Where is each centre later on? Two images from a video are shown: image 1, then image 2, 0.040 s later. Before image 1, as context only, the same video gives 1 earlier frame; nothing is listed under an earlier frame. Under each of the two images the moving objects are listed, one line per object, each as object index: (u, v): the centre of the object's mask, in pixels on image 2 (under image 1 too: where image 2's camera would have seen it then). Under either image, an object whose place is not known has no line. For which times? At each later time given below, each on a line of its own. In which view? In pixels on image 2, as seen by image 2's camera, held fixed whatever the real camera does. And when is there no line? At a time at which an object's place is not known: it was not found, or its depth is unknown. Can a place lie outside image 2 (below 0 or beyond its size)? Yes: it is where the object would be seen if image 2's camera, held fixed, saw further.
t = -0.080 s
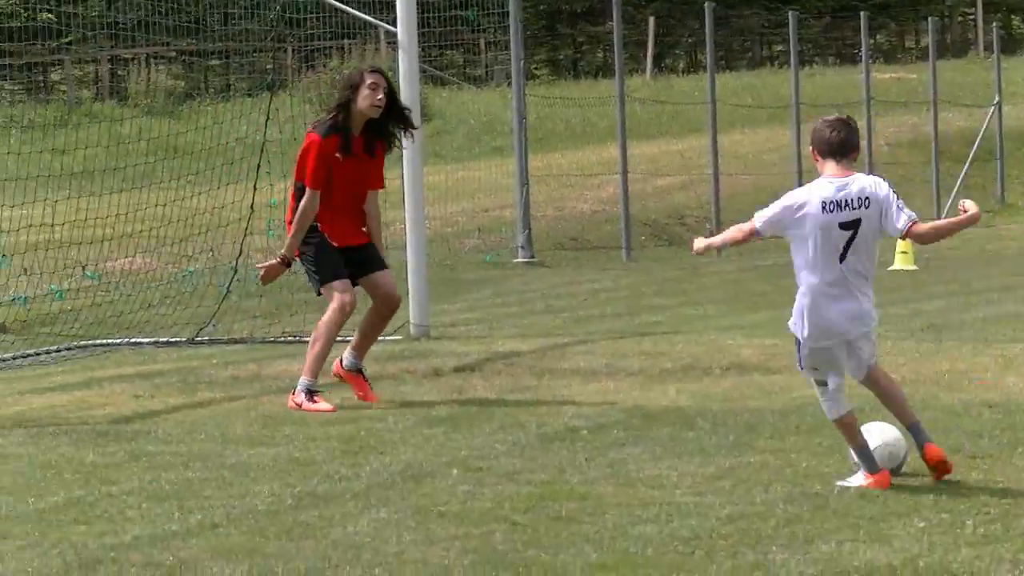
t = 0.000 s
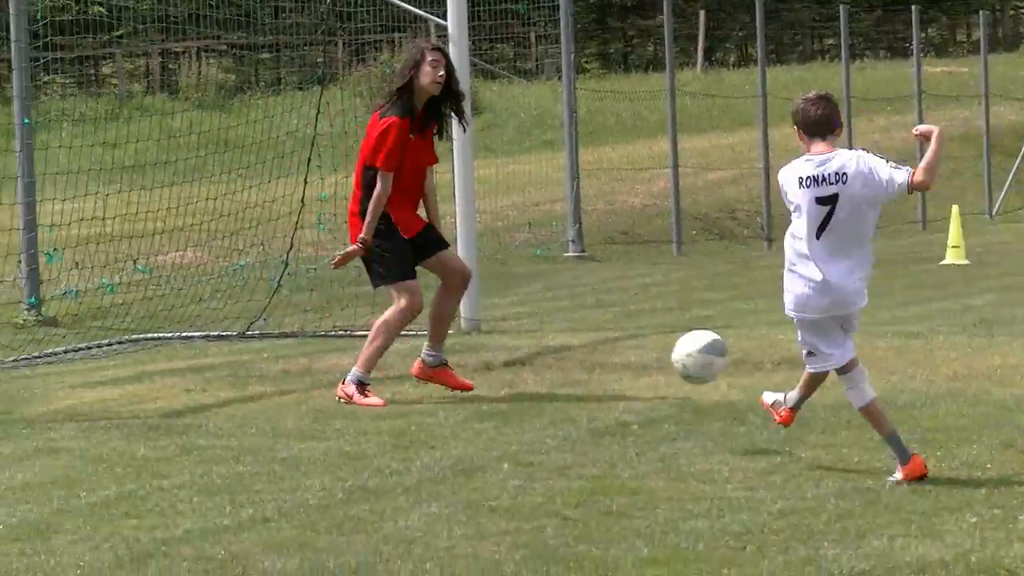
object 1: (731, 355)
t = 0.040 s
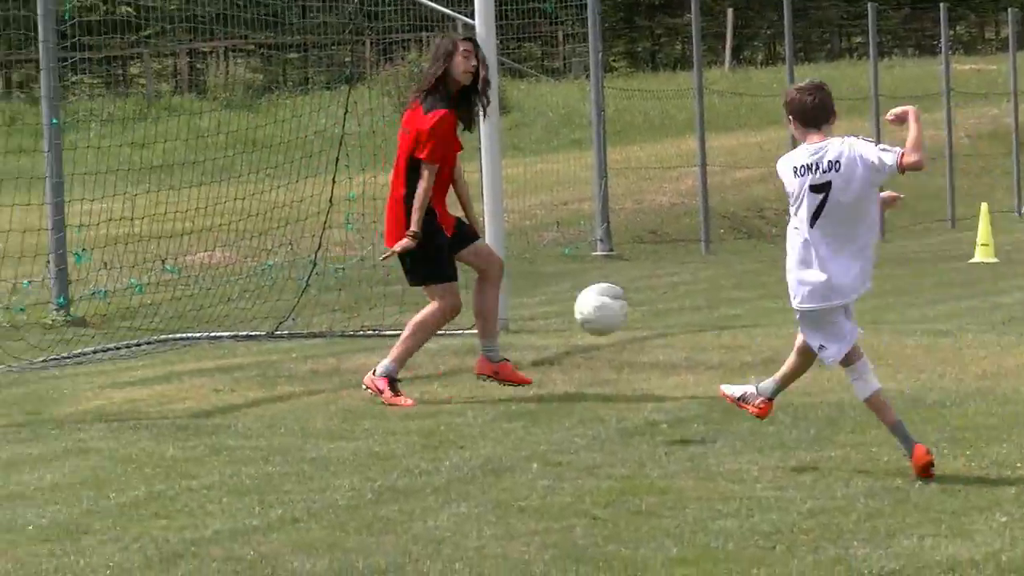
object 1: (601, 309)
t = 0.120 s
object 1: (368, 239)
